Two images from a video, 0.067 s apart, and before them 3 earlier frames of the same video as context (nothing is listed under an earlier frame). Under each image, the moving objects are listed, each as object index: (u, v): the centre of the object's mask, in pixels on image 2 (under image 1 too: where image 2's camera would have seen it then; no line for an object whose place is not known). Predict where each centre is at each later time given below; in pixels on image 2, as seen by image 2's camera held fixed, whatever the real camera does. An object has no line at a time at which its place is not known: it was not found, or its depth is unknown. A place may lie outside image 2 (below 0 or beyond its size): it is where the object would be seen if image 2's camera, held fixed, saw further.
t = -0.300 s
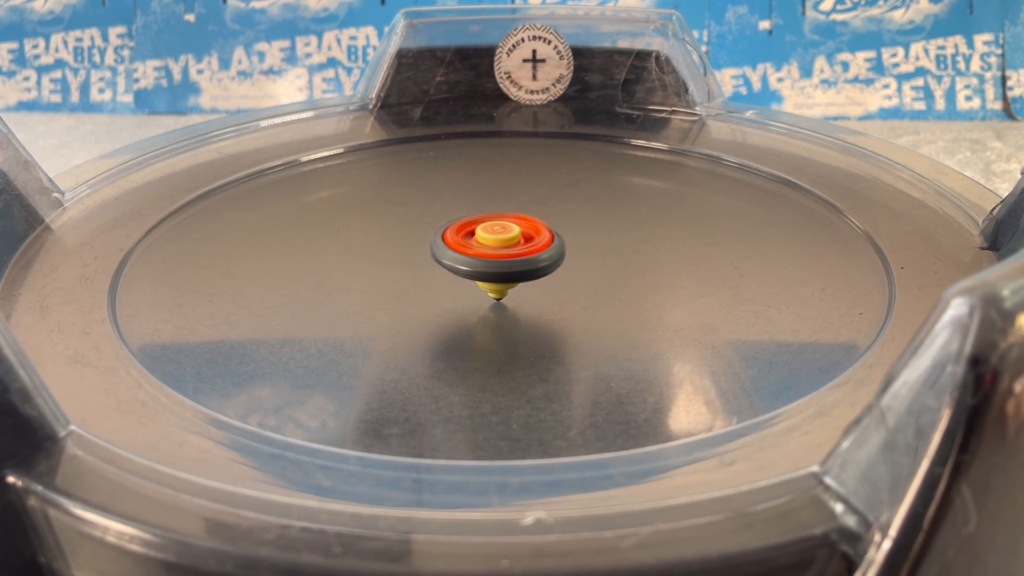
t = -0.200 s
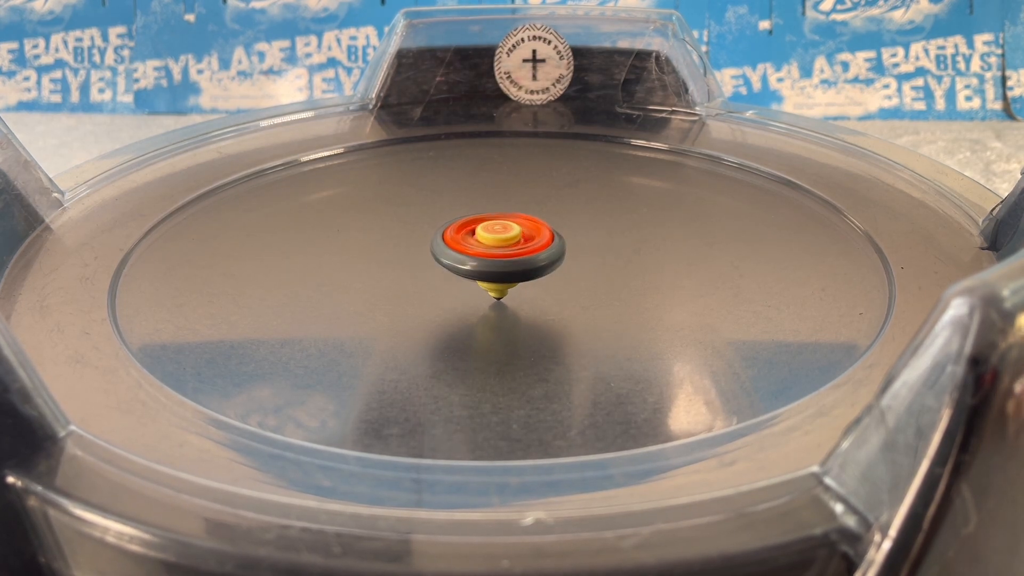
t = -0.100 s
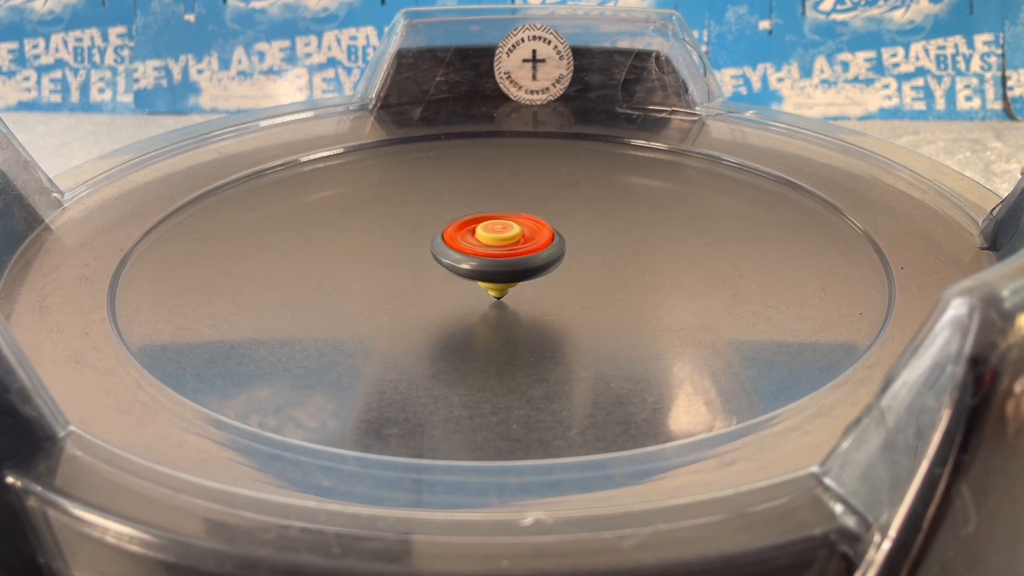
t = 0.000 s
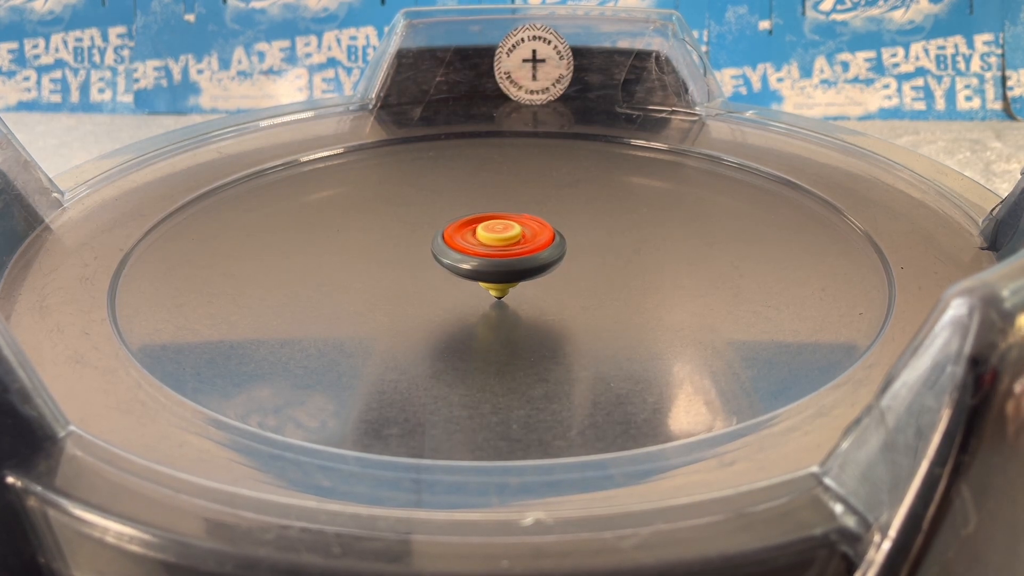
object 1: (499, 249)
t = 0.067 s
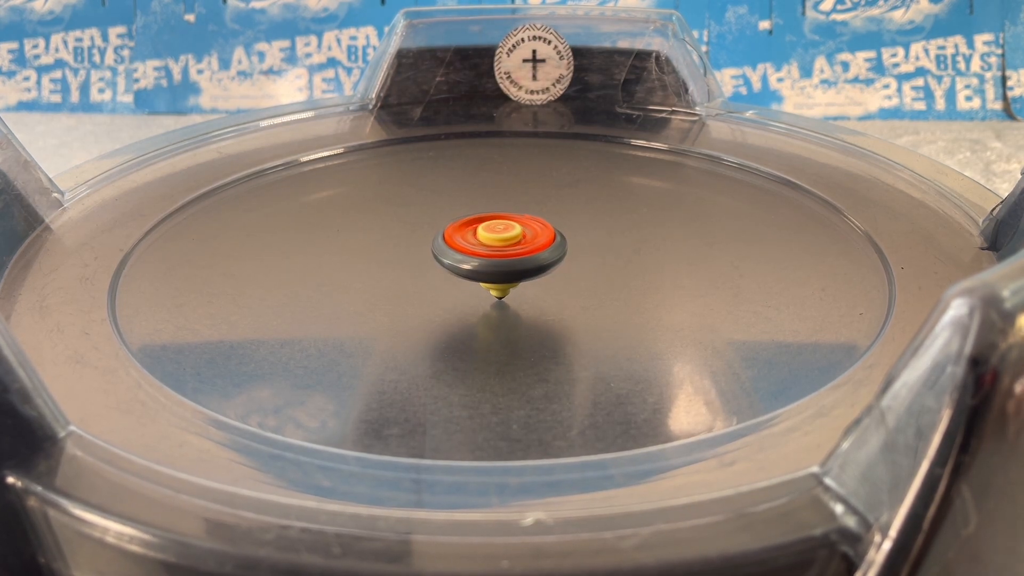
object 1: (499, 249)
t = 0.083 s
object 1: (499, 250)
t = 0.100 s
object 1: (499, 250)
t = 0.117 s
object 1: (500, 250)
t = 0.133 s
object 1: (500, 250)
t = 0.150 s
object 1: (500, 250)
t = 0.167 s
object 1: (500, 250)
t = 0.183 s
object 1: (500, 250)
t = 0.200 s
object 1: (501, 250)
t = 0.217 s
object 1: (501, 250)
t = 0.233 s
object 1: (501, 250)
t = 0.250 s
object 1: (501, 250)
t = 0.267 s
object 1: (501, 251)
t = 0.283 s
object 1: (502, 251)
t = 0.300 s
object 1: (502, 251)
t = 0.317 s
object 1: (502, 251)
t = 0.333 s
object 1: (503, 251)
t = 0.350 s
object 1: (503, 251)
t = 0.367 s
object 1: (504, 251)
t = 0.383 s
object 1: (504, 251)
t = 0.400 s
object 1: (504, 251)
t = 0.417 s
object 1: (505, 251)
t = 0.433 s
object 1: (506, 251)
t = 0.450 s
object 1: (506, 251)
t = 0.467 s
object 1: (506, 251)
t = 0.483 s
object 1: (507, 251)
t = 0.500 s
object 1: (508, 251)
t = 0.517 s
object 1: (508, 252)
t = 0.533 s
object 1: (509, 252)
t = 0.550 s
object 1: (509, 252)
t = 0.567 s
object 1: (510, 252)
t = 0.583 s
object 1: (510, 252)
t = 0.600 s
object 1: (510, 252)
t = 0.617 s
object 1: (511, 252)
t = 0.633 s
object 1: (511, 252)
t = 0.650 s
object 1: (512, 252)
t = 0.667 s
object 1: (512, 252)
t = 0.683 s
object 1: (513, 252)
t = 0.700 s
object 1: (513, 252)
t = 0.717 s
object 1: (513, 252)
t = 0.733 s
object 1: (514, 252)
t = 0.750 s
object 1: (514, 252)
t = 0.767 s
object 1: (514, 252)
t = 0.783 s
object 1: (515, 252)
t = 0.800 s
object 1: (515, 252)
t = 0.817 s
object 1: (515, 252)
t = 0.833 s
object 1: (516, 252)
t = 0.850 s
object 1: (516, 252)
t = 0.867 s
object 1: (516, 252)
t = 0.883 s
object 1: (516, 252)
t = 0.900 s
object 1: (516, 253)
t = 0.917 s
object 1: (517, 253)
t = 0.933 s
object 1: (517, 253)
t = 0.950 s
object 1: (517, 253)
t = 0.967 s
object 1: (517, 253)
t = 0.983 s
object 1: (517, 253)
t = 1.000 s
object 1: (517, 253)
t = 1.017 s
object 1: (517, 253)
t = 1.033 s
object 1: (518, 253)
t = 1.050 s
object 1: (518, 253)
